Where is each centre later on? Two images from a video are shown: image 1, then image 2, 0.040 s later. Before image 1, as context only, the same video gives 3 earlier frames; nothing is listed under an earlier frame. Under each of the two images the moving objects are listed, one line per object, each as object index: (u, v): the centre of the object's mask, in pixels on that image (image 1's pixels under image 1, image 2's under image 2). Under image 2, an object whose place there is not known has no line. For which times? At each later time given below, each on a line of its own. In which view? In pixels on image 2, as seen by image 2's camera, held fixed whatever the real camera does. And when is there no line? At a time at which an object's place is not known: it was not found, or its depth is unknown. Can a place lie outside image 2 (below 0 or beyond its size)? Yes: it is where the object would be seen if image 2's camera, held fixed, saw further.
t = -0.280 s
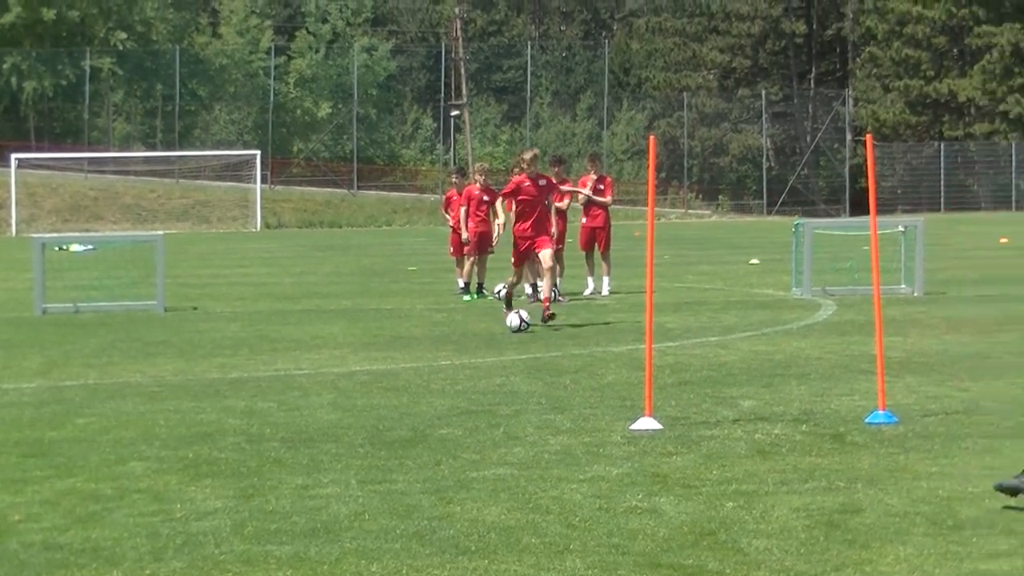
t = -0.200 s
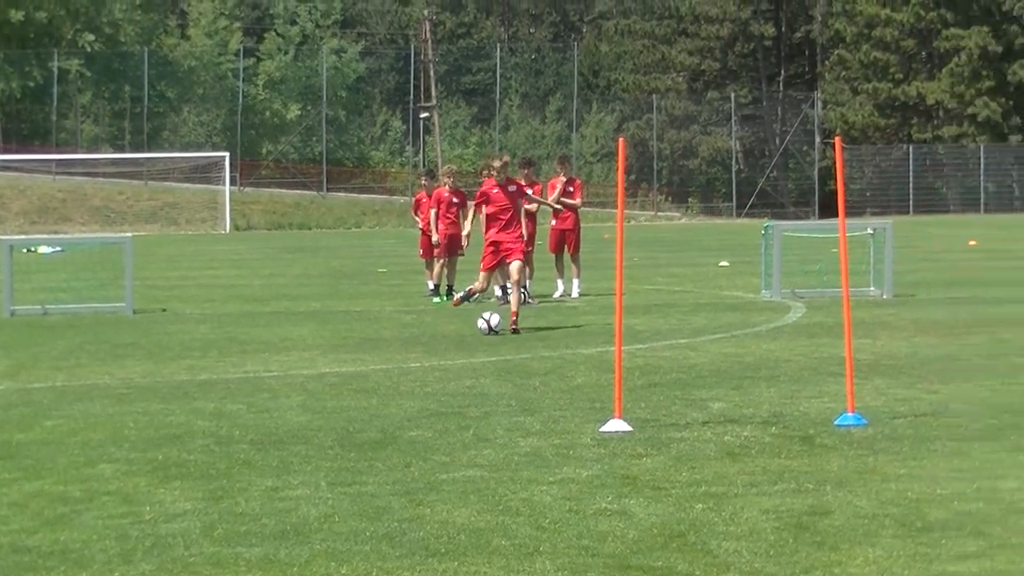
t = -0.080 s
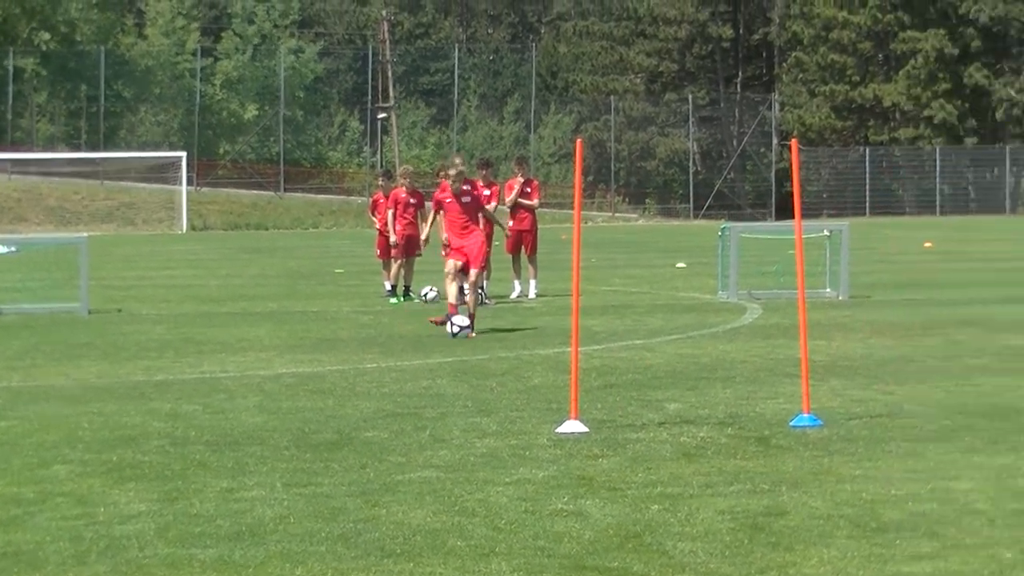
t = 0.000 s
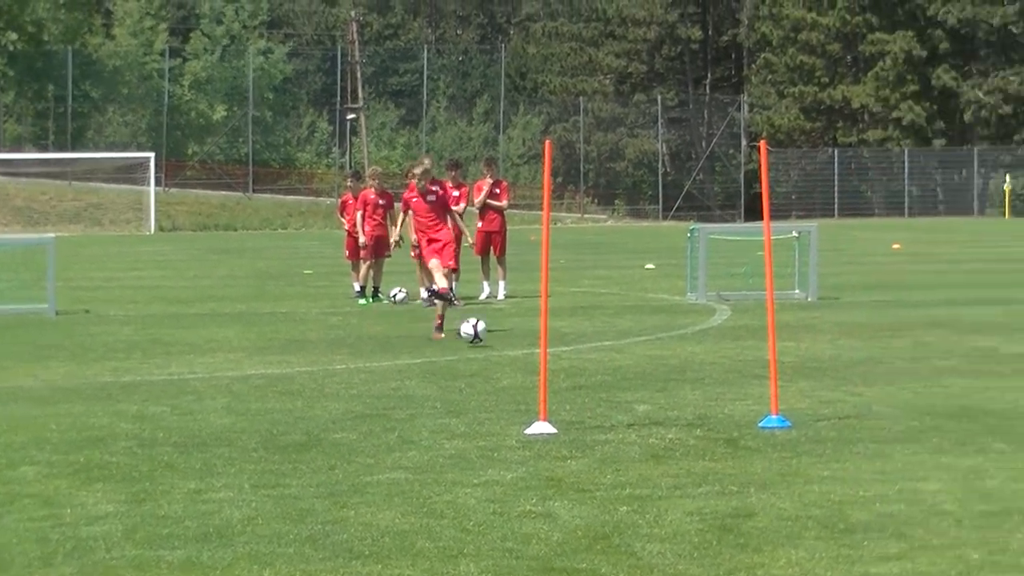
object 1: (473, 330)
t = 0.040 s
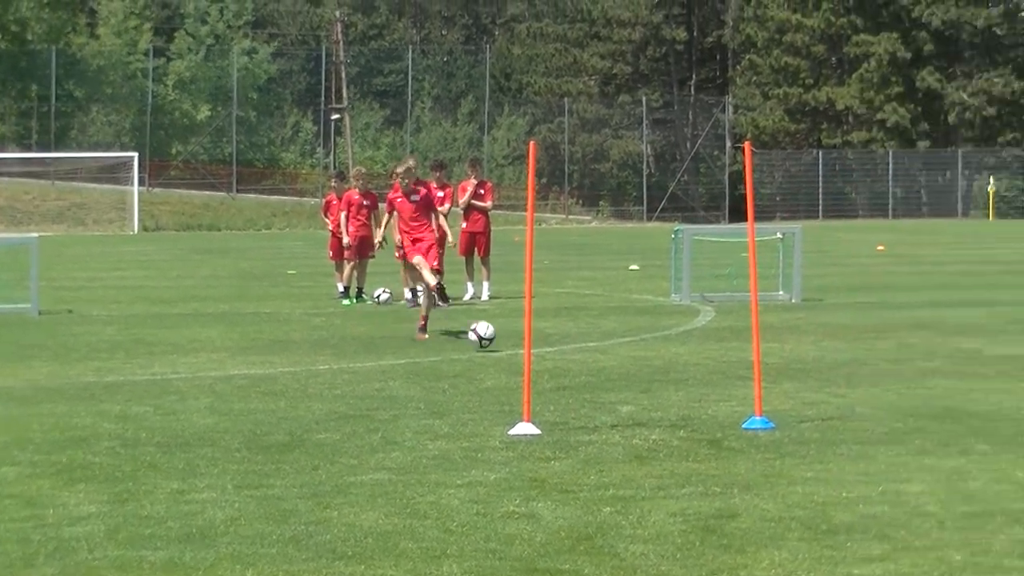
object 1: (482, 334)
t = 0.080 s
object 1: (505, 340)
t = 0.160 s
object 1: (551, 350)
